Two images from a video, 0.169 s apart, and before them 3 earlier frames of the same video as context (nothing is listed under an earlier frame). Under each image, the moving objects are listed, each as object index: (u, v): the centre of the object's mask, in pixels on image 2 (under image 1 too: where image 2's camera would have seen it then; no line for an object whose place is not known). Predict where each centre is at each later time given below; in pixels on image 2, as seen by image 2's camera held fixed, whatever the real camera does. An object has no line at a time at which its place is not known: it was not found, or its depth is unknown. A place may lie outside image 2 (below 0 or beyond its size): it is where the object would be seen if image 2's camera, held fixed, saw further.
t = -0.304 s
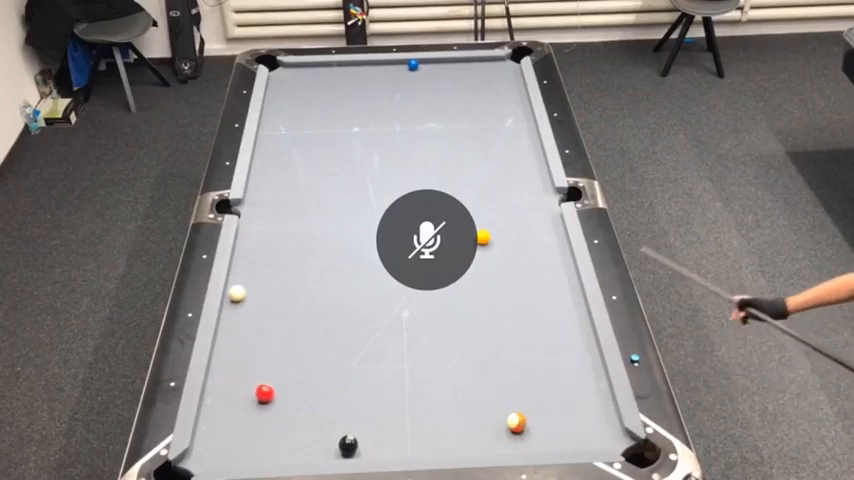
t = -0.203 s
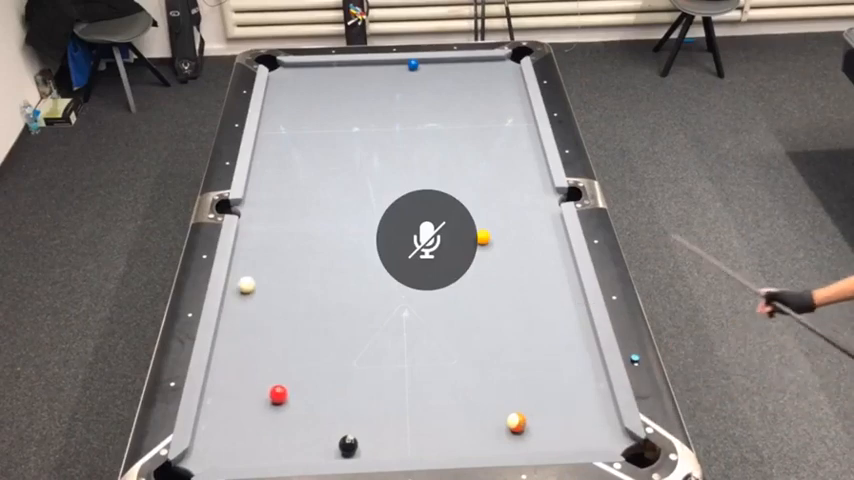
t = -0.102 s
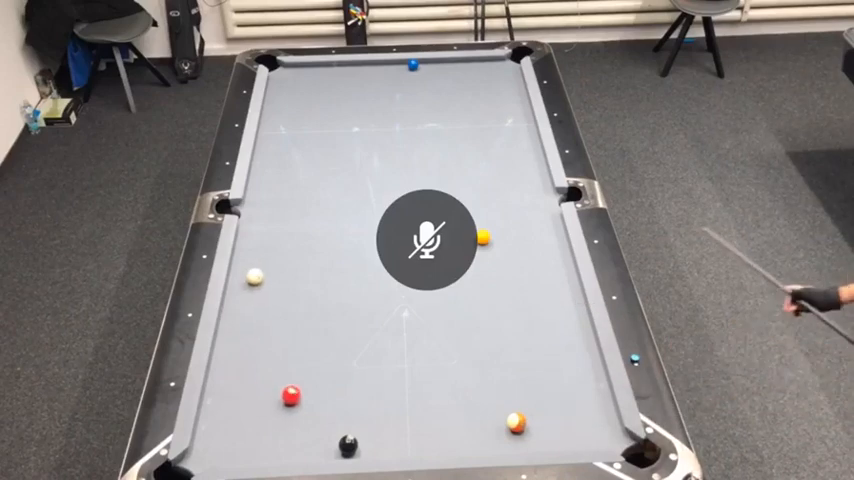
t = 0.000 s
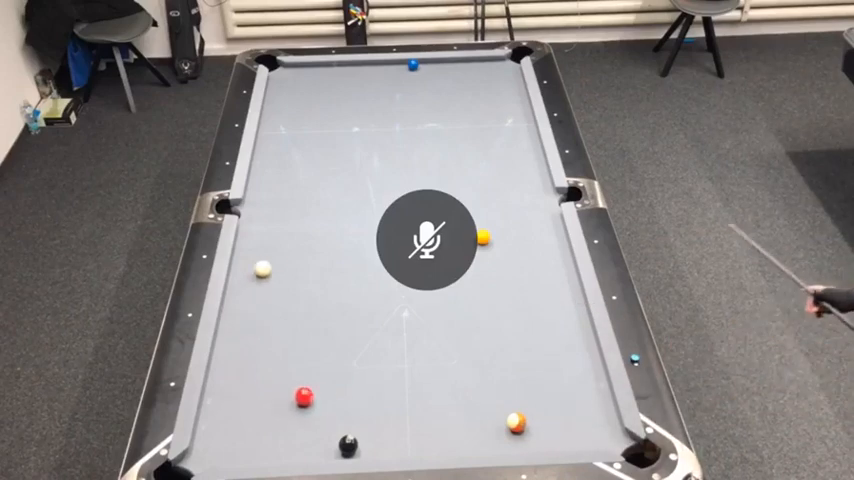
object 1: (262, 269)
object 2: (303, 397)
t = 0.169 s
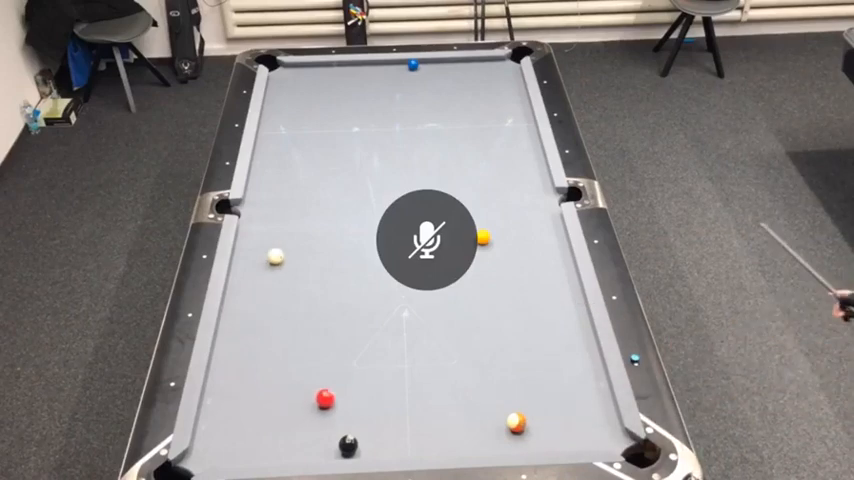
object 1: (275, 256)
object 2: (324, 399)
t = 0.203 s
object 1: (277, 254)
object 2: (329, 399)
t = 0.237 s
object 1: (280, 252)
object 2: (333, 399)
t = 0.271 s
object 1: (282, 249)
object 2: (337, 399)
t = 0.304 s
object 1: (285, 247)
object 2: (341, 400)
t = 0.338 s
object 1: (287, 245)
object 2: (345, 400)
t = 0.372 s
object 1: (290, 242)
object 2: (349, 401)
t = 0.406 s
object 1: (292, 240)
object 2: (353, 401)
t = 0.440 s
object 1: (294, 238)
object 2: (357, 401)
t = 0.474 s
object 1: (296, 236)
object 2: (361, 402)
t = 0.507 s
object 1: (298, 234)
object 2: (365, 402)
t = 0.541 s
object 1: (301, 232)
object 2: (369, 403)
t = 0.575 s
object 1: (303, 229)
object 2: (373, 403)
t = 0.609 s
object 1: (305, 227)
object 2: (377, 403)
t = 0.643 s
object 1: (307, 225)
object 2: (381, 404)
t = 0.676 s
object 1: (309, 223)
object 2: (384, 404)
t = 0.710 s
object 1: (311, 221)
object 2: (389, 404)
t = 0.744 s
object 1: (313, 219)
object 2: (392, 405)
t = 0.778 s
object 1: (315, 218)
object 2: (396, 405)
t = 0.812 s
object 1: (317, 216)
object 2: (400, 405)
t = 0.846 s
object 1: (319, 214)
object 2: (403, 406)
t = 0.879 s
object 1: (321, 212)
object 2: (407, 406)
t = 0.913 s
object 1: (322, 210)
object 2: (411, 406)
